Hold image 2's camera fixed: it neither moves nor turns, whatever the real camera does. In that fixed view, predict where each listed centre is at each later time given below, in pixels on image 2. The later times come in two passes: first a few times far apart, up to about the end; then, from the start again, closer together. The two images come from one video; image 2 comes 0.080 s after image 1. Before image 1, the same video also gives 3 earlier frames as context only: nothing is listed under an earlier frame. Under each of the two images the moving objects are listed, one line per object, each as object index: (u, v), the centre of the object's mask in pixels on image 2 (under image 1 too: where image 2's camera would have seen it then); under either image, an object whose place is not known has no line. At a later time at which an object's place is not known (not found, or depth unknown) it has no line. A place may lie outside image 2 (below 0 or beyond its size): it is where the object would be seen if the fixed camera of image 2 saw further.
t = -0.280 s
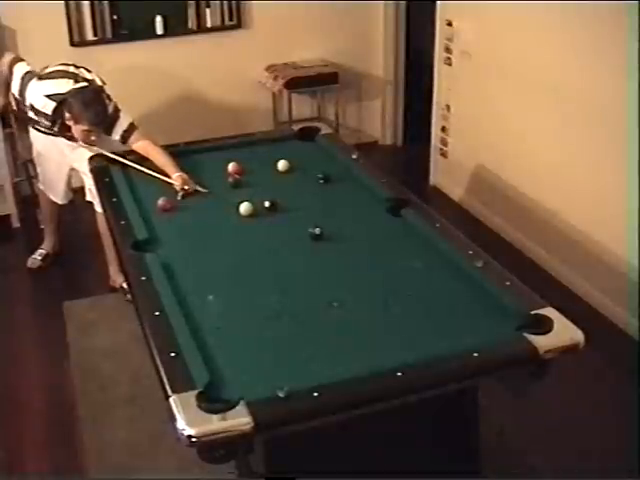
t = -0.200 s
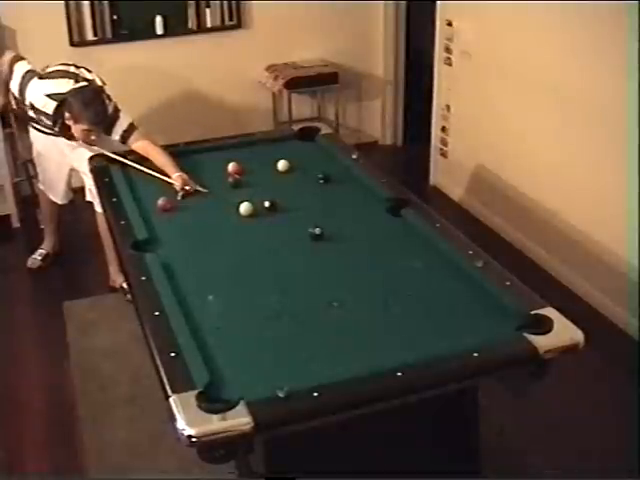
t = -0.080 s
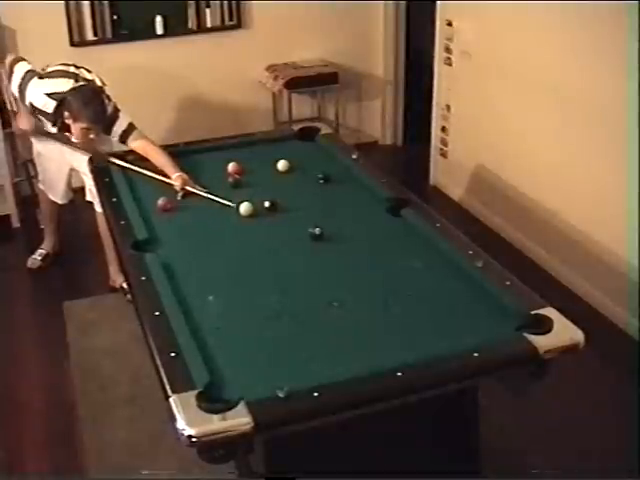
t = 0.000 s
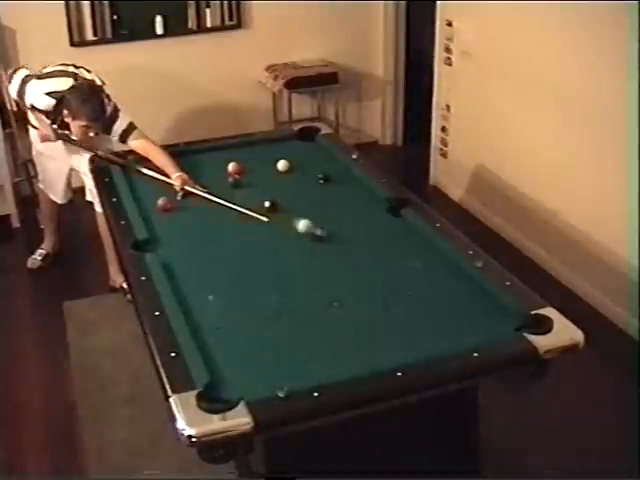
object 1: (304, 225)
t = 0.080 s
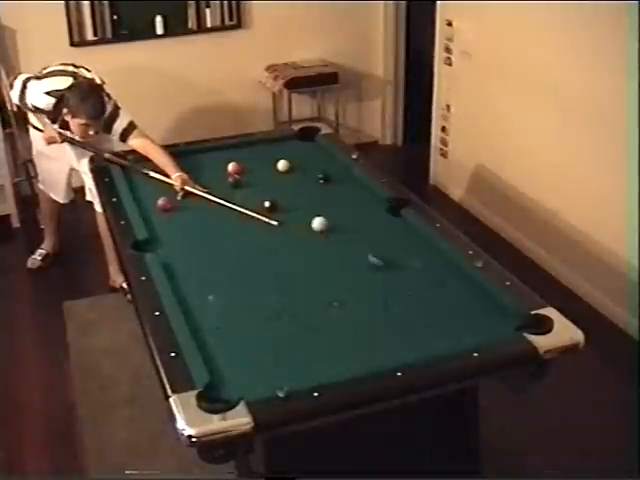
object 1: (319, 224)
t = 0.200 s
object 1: (343, 223)
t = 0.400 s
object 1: (384, 223)
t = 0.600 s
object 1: (400, 230)
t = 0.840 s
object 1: (394, 246)
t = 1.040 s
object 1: (390, 260)
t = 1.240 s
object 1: (385, 274)
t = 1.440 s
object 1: (381, 288)
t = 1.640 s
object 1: (376, 302)
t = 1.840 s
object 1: (372, 316)
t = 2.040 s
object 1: (366, 330)
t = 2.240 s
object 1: (361, 344)
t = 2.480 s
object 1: (355, 358)
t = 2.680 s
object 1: (338, 360)
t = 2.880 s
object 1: (320, 360)
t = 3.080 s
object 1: (303, 358)
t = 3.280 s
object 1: (288, 357)
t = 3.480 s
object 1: (275, 354)
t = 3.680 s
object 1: (264, 352)
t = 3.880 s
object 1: (255, 350)
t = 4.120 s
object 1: (246, 348)
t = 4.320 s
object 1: (241, 345)
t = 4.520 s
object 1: (237, 343)
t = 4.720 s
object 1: (234, 342)
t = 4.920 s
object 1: (231, 340)
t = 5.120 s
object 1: (230, 339)
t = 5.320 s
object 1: (230, 339)
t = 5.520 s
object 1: (231, 339)
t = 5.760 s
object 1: (231, 339)
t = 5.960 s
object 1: (231, 339)
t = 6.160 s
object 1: (231, 339)
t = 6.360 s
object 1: (231, 339)
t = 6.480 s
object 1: (233, 336)
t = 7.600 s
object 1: (231, 339)
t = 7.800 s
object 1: (230, 339)
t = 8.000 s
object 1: (231, 339)
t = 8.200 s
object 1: (231, 339)
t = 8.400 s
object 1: (230, 339)
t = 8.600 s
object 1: (231, 339)
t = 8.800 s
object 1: (231, 339)
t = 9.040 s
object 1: (231, 339)
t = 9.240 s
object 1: (230, 339)
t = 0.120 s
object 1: (327, 223)
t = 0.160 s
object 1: (335, 223)
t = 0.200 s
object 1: (343, 223)
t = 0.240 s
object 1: (351, 223)
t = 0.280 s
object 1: (360, 223)
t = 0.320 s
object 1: (368, 223)
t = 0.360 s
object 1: (376, 223)
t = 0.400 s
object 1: (384, 223)
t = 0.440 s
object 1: (392, 223)
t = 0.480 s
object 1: (400, 223)
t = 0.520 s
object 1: (404, 224)
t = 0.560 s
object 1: (401, 227)
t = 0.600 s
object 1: (400, 230)
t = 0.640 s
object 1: (398, 233)
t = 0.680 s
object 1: (398, 236)
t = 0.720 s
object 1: (397, 238)
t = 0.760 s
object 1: (396, 241)
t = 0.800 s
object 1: (395, 244)
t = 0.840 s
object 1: (394, 246)
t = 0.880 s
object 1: (393, 249)
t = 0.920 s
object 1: (392, 252)
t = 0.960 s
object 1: (391, 254)
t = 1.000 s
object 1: (391, 257)
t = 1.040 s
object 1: (390, 260)
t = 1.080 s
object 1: (389, 262)
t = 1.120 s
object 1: (388, 265)
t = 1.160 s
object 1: (387, 268)
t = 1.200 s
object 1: (386, 271)
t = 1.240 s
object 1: (385, 274)
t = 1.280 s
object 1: (384, 277)
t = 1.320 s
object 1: (383, 279)
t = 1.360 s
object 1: (383, 282)
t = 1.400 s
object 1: (382, 285)
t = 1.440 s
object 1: (381, 288)
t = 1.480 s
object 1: (380, 291)
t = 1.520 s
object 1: (379, 293)
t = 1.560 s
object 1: (378, 296)
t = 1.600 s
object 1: (377, 299)
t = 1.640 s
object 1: (376, 302)
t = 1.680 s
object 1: (375, 305)
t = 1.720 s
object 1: (375, 307)
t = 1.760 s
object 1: (373, 311)
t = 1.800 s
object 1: (372, 313)
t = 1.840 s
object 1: (372, 316)
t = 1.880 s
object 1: (371, 319)
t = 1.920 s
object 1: (370, 322)
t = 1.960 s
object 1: (369, 325)
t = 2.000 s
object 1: (367, 327)
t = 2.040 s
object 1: (366, 330)
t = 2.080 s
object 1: (365, 333)
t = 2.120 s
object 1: (365, 336)
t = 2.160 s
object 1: (364, 338)
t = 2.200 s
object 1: (362, 341)
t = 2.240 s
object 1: (361, 344)
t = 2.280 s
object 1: (361, 346)
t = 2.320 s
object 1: (360, 349)
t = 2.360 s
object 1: (359, 352)
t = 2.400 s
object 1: (357, 354)
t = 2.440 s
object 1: (356, 356)
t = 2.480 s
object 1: (355, 358)
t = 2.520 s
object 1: (354, 360)
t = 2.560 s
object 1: (350, 360)
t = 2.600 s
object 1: (346, 361)
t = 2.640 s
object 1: (342, 361)
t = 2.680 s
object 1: (338, 360)
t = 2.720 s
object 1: (334, 361)
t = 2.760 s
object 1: (330, 361)
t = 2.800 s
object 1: (327, 361)
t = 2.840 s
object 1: (324, 361)
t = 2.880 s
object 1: (320, 360)
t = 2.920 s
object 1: (317, 360)
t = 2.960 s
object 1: (313, 360)
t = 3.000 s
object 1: (310, 359)
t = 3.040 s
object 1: (306, 359)
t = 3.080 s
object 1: (303, 358)
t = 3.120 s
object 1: (300, 358)
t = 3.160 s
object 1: (297, 358)
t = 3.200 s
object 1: (295, 357)
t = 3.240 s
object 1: (292, 357)
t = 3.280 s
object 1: (288, 357)
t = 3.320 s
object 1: (286, 356)
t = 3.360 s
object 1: (283, 356)
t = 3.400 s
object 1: (281, 355)
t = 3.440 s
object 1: (278, 355)
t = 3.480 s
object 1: (275, 354)
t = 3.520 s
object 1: (273, 354)
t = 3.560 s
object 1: (270, 354)
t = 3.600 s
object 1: (268, 353)
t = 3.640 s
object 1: (266, 353)
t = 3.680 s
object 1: (264, 352)
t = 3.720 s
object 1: (262, 352)
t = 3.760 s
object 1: (261, 351)
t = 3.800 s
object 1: (259, 351)
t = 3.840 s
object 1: (257, 350)
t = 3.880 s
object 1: (255, 350)
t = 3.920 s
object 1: (254, 350)
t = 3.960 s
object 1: (252, 349)
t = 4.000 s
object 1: (250, 349)
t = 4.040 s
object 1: (249, 348)
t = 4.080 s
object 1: (247, 348)
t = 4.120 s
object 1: (246, 348)
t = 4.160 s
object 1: (245, 347)
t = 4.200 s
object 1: (244, 347)
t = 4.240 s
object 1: (243, 346)
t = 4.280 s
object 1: (242, 346)
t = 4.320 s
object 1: (241, 345)
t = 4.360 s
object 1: (240, 345)
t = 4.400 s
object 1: (239, 344)
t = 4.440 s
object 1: (238, 344)
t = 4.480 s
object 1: (237, 344)
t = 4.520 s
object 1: (237, 343)
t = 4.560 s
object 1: (236, 343)
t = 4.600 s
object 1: (235, 343)
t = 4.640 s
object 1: (235, 342)
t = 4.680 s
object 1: (234, 342)
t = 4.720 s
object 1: (234, 342)
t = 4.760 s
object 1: (233, 341)
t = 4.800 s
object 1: (232, 341)
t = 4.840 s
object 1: (232, 341)
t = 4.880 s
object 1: (232, 340)
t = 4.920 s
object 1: (231, 340)
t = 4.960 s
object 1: (231, 340)
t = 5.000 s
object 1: (231, 340)
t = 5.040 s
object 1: (231, 340)
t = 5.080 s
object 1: (230, 339)
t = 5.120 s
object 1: (230, 339)
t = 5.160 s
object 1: (230, 339)
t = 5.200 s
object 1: (230, 339)
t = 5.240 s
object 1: (230, 339)
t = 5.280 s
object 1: (230, 339)
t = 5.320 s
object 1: (230, 339)
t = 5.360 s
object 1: (231, 339)
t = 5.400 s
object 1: (231, 339)
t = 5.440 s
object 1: (231, 339)
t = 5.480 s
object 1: (231, 339)
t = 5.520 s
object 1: (231, 339)
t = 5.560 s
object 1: (231, 339)
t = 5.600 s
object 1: (231, 339)
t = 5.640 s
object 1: (231, 339)
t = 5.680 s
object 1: (231, 339)
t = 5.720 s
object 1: (231, 339)
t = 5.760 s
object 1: (231, 339)
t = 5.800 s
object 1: (231, 339)
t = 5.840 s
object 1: (231, 339)
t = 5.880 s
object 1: (231, 339)
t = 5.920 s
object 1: (231, 339)
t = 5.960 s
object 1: (231, 339)
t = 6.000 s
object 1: (231, 339)
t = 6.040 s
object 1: (231, 339)
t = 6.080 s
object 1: (231, 339)
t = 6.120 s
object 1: (231, 339)
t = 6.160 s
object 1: (231, 339)
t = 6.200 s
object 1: (231, 339)
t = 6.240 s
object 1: (231, 339)
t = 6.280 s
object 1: (231, 339)
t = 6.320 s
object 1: (231, 339)
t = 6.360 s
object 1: (231, 339)
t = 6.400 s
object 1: (231, 339)
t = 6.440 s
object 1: (231, 339)
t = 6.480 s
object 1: (233, 336)
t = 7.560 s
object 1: (231, 339)
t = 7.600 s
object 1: (231, 339)
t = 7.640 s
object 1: (231, 339)
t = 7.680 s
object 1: (231, 339)
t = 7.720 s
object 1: (231, 339)
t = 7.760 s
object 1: (231, 339)
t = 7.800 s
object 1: (230, 339)
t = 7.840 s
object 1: (230, 339)
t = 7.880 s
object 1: (230, 339)
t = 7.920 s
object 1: (230, 339)
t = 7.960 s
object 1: (230, 339)
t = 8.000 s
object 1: (231, 339)
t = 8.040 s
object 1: (231, 339)
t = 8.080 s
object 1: (231, 339)
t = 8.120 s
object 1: (231, 339)
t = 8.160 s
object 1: (230, 339)
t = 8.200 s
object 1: (231, 339)
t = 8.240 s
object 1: (230, 339)
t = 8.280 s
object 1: (231, 339)
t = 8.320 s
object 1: (231, 339)
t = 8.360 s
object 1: (230, 339)
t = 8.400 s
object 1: (230, 339)
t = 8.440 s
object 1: (230, 339)
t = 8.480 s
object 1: (231, 339)
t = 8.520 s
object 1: (231, 339)
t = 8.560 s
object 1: (230, 339)
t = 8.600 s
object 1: (231, 339)
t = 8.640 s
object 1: (231, 339)
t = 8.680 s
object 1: (231, 339)
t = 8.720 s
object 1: (230, 339)
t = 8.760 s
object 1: (231, 339)
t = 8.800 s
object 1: (231, 339)
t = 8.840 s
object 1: (231, 339)
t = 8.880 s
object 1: (231, 339)
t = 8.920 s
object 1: (231, 339)
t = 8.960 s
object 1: (231, 339)
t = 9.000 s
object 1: (230, 339)
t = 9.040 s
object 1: (231, 339)
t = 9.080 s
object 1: (231, 339)
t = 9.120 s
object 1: (231, 339)
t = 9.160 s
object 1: (231, 339)
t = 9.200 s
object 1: (230, 339)
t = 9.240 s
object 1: (230, 339)
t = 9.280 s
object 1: (230, 339)
